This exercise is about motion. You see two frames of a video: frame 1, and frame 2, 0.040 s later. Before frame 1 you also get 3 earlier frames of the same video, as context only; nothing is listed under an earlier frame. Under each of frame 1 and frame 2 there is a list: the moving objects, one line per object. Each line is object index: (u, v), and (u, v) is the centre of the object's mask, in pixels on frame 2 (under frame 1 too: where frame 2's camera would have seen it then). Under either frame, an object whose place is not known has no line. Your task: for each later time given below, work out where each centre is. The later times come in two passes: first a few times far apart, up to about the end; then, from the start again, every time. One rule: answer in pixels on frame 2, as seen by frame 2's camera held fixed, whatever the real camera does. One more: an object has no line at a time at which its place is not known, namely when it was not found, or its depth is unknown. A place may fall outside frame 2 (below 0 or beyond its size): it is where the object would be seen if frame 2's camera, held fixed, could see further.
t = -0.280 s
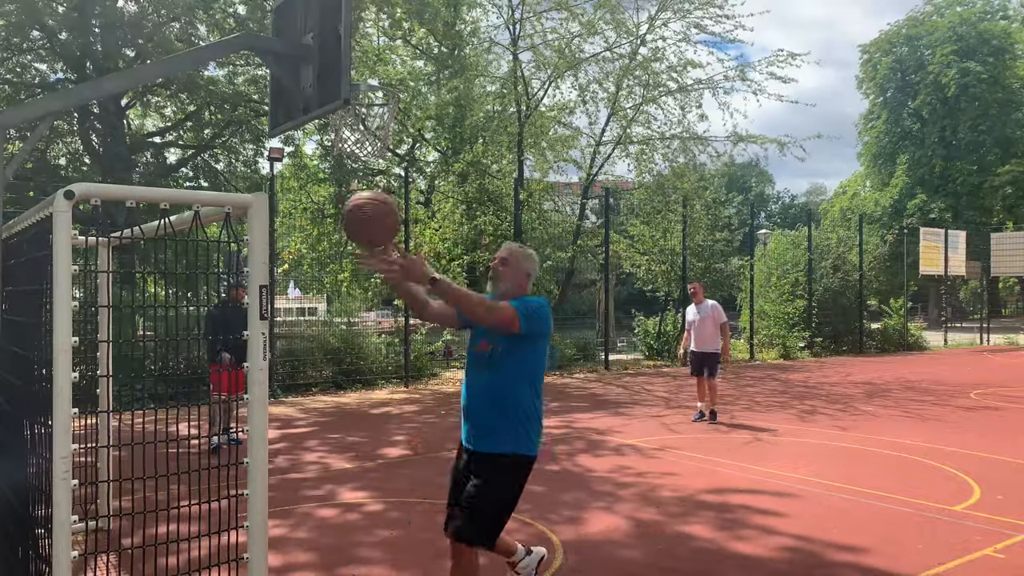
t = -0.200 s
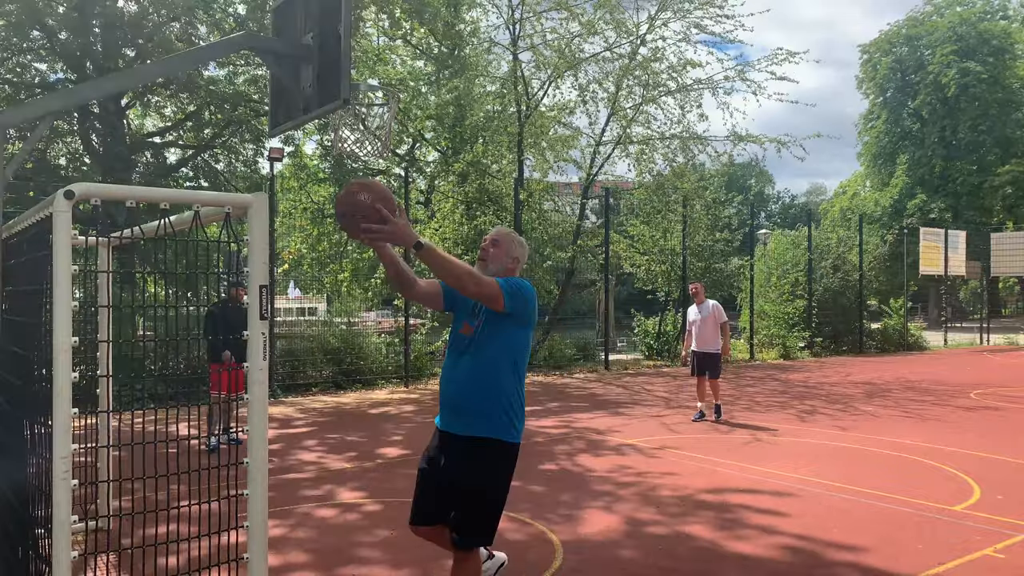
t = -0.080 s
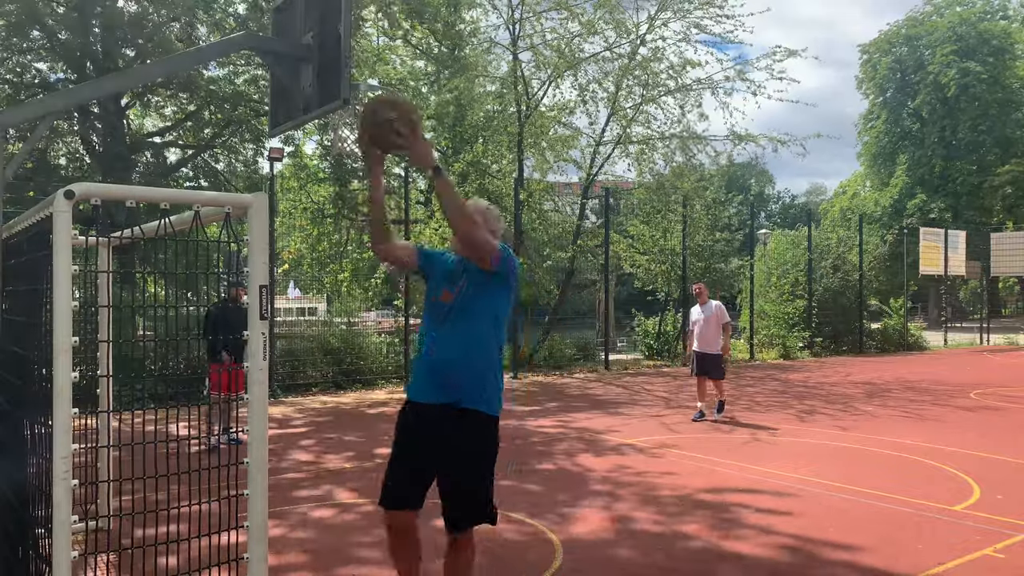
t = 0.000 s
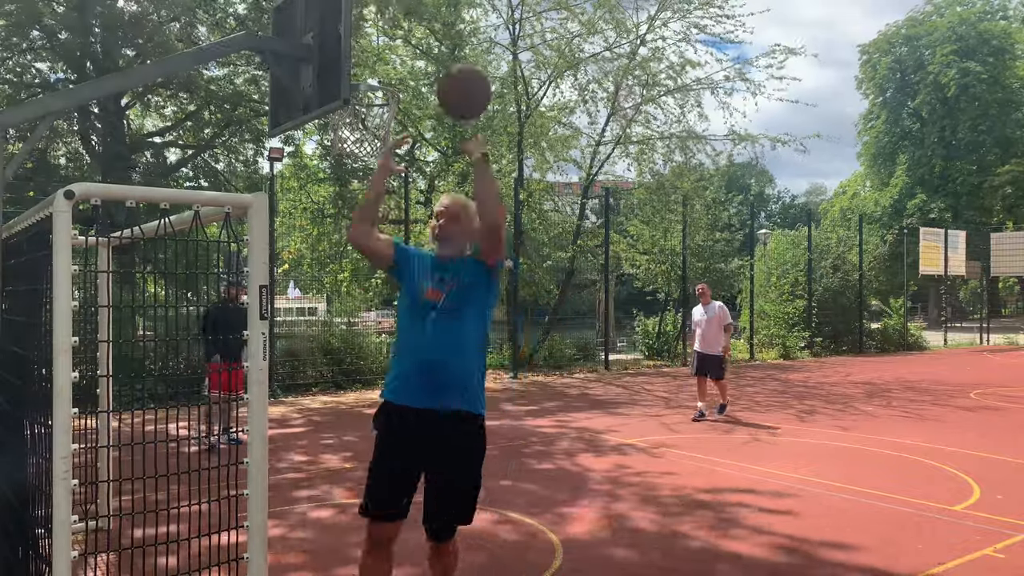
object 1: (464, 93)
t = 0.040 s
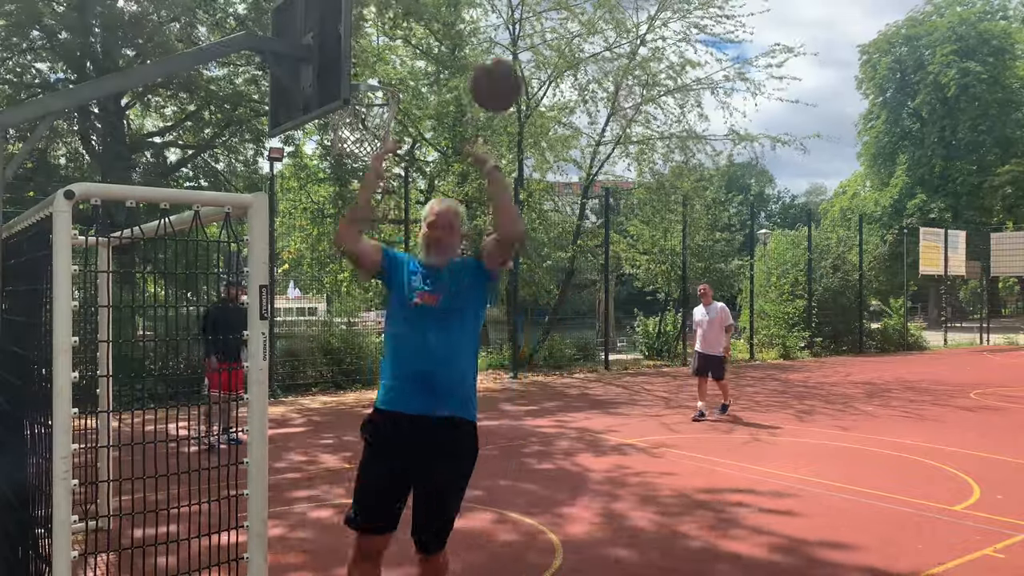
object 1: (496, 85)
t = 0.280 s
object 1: (635, 116)
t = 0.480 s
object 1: (709, 201)
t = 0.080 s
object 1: (525, 82)
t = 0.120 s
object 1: (551, 83)
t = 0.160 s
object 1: (575, 87)
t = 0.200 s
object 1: (597, 94)
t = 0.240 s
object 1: (617, 104)
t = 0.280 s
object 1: (635, 116)
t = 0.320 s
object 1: (653, 129)
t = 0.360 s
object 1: (669, 145)
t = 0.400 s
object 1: (683, 162)
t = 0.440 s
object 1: (697, 180)
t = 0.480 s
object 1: (709, 201)
